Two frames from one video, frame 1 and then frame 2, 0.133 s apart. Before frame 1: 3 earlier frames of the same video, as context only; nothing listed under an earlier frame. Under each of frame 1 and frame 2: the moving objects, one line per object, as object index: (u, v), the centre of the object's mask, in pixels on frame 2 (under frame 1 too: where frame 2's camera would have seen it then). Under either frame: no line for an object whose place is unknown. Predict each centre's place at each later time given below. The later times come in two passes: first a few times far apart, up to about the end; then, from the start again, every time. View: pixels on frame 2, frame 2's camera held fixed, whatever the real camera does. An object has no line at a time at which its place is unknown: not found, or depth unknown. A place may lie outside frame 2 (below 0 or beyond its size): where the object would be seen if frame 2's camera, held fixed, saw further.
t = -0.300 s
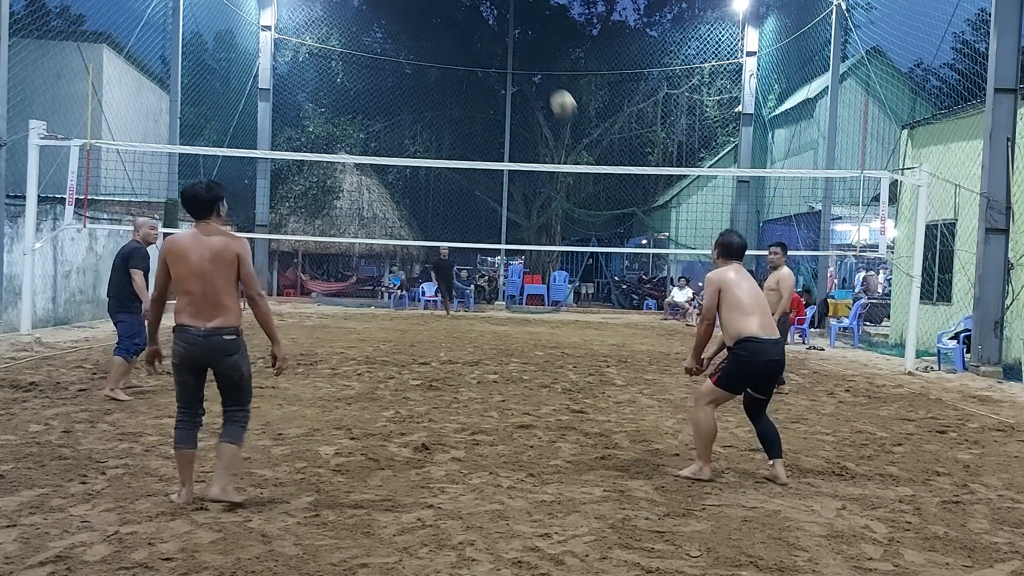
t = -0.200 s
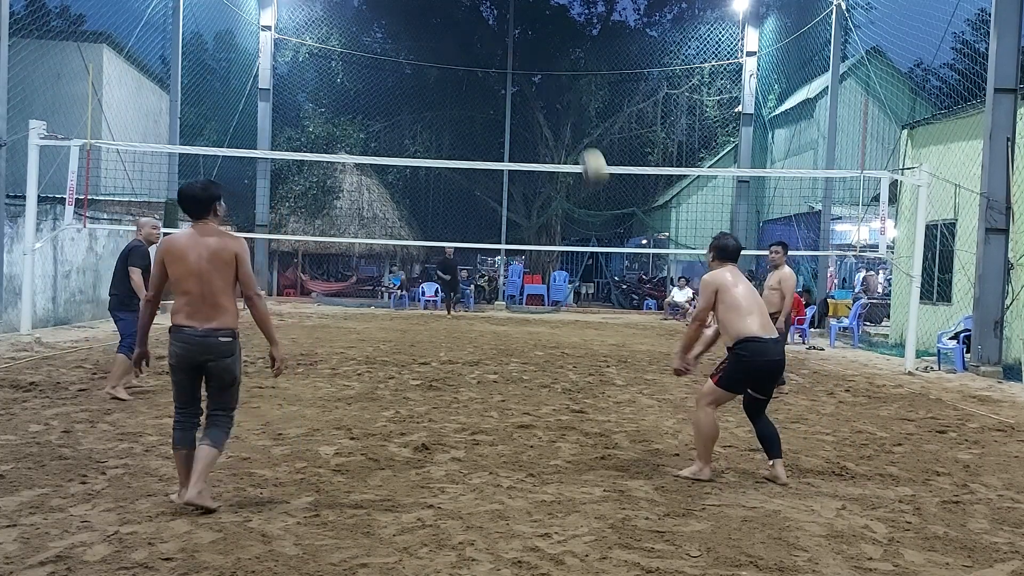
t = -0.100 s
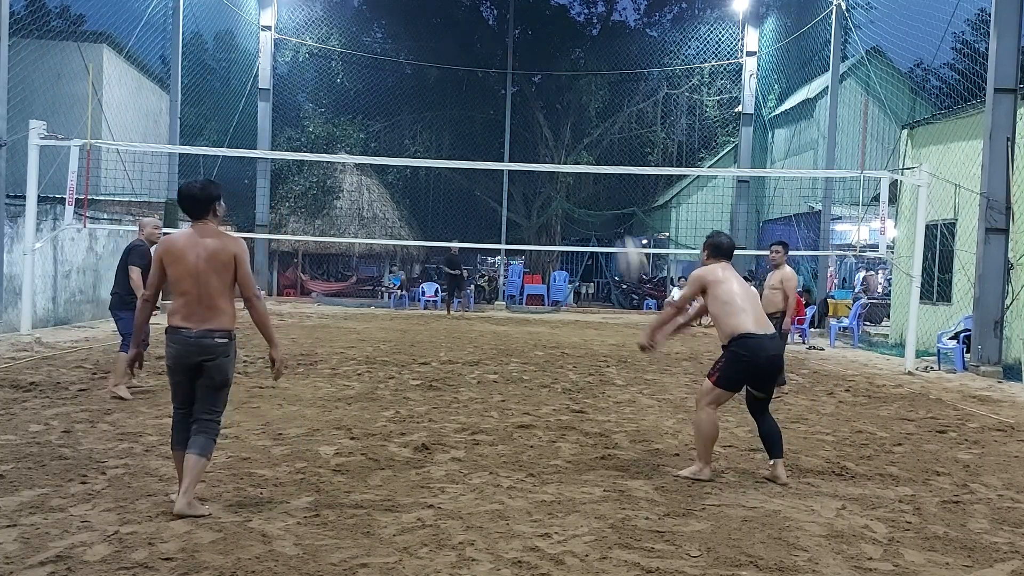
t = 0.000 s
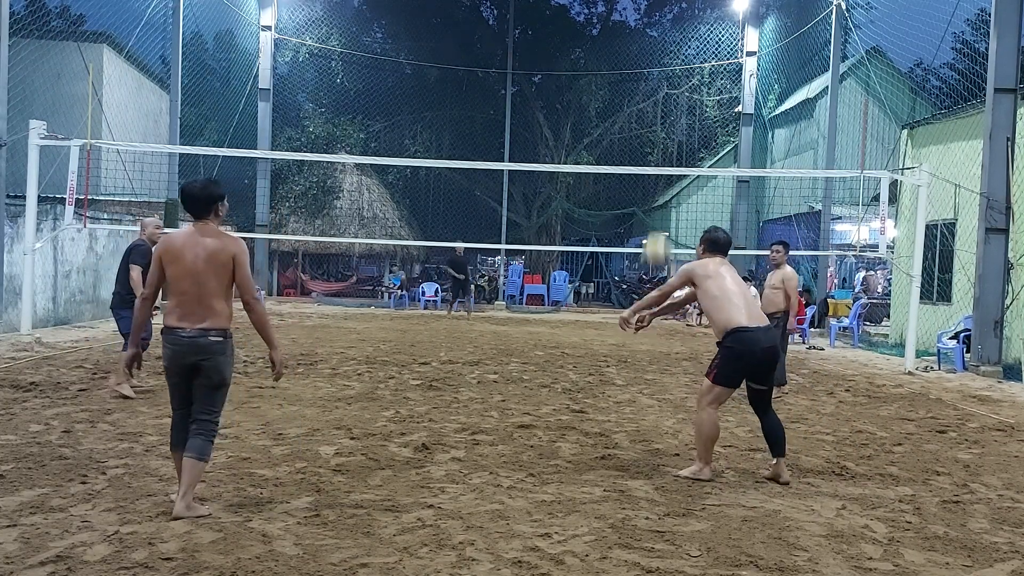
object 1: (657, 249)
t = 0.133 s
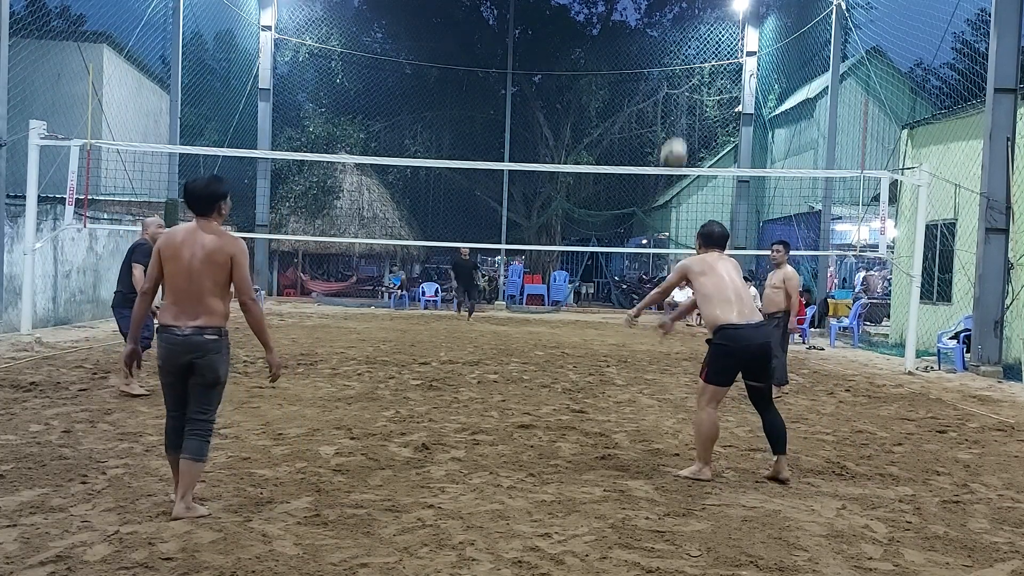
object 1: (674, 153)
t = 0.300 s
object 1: (690, 82)
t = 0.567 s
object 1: (709, 53)
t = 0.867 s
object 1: (723, 98)
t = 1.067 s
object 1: (730, 157)
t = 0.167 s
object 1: (678, 135)
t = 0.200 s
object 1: (681, 120)
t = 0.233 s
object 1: (684, 106)
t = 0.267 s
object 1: (687, 93)
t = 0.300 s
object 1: (690, 82)
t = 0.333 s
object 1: (693, 75)
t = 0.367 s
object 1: (696, 68)
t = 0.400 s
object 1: (699, 62)
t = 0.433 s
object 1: (702, 58)
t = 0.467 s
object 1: (704, 55)
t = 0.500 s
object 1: (706, 53)
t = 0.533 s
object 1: (708, 53)
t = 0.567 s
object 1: (709, 53)
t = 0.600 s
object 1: (712, 55)
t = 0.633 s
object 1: (713, 57)
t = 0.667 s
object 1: (716, 60)
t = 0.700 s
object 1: (718, 64)
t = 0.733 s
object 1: (718, 69)
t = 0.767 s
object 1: (720, 76)
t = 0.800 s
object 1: (722, 82)
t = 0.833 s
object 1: (723, 89)
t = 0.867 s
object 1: (723, 98)
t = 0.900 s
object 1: (724, 106)
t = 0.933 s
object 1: (725, 116)
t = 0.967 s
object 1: (727, 126)
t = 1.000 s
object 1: (727, 136)
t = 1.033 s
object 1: (728, 147)
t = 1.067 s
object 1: (730, 157)
